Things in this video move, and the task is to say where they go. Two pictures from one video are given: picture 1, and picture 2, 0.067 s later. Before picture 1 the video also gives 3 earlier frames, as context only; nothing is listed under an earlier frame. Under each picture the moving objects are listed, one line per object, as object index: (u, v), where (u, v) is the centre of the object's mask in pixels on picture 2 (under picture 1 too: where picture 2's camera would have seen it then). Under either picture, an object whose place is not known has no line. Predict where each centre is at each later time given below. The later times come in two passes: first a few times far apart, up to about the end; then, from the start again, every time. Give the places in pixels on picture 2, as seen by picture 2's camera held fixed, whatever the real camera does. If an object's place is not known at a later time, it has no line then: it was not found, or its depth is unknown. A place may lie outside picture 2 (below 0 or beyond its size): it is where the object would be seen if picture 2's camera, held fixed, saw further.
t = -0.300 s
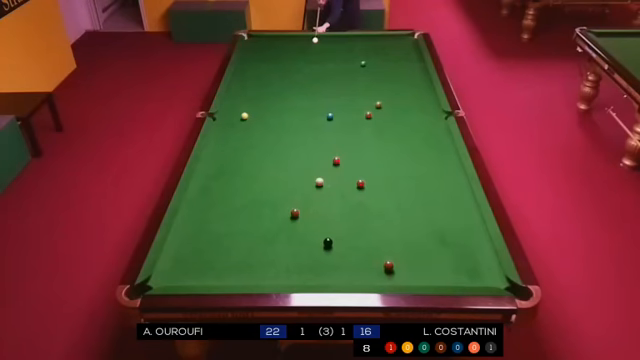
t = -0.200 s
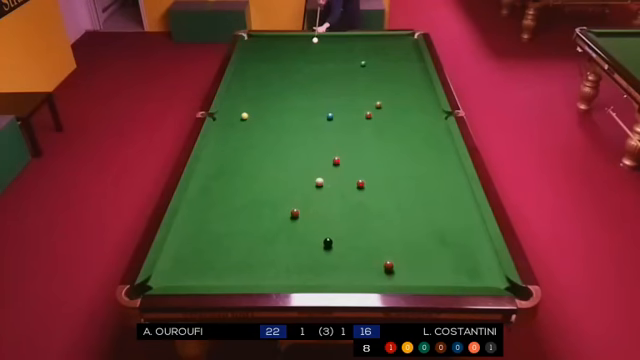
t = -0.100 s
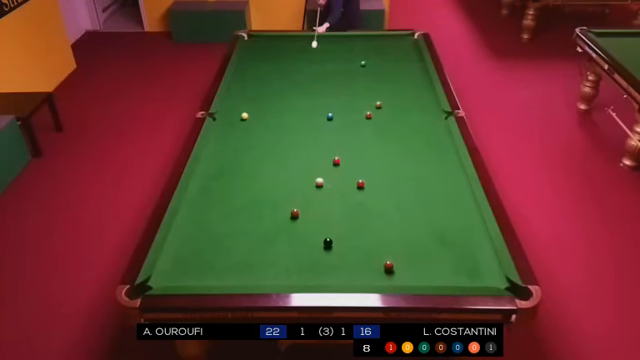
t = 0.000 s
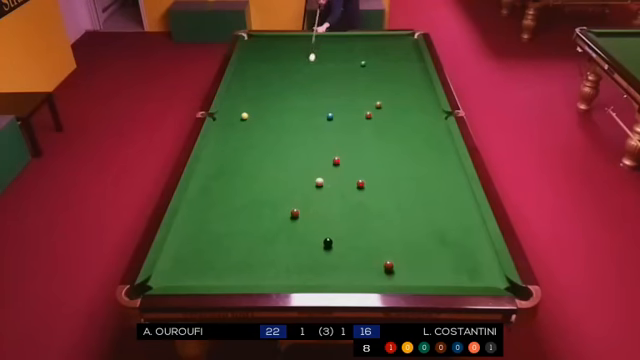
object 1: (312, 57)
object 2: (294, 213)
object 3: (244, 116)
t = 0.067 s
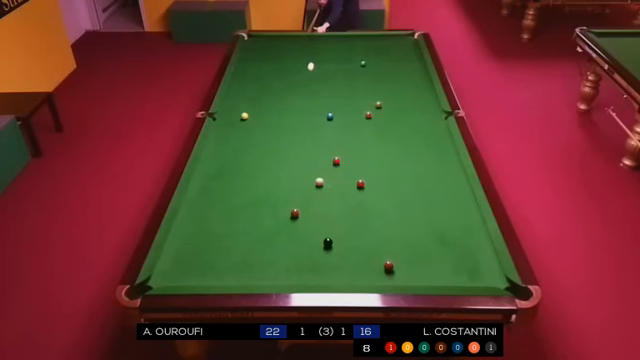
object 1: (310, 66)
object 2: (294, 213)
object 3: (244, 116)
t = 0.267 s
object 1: (306, 93)
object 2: (294, 213)
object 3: (244, 116)
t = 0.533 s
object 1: (299, 137)
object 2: (294, 213)
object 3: (244, 116)
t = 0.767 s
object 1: (291, 188)
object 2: (294, 214)
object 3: (244, 116)
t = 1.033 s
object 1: (249, 255)
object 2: (321, 225)
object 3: (244, 116)
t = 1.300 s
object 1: (220, 243)
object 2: (354, 240)
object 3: (244, 116)
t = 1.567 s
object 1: (208, 202)
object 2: (389, 255)
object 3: (244, 116)
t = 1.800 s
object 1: (199, 173)
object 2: (421, 271)
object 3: (244, 116)
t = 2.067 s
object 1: (216, 149)
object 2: (455, 281)
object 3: (244, 116)
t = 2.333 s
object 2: (477, 273)
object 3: (244, 116)
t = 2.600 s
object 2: (496, 265)
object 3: (249, 110)
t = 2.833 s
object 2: (480, 258)
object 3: (257, 101)
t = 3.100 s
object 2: (466, 252)
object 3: (265, 92)
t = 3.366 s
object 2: (453, 246)
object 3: (273, 84)
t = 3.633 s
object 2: (442, 241)
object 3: (280, 76)
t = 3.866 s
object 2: (434, 238)
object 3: (285, 70)
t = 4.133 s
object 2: (426, 236)
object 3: (290, 64)
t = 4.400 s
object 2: (420, 234)
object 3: (296, 59)
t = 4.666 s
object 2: (415, 232)
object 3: (300, 54)
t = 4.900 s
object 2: (412, 232)
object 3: (304, 50)
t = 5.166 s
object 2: (409, 231)
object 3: (308, 46)
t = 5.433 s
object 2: (408, 231)
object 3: (311, 42)
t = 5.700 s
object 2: (408, 231)
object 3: (315, 39)
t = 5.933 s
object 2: (408, 231)
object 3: (317, 36)
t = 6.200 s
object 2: (408, 231)
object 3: (319, 37)
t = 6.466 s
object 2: (408, 231)
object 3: (320, 39)
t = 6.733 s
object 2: (408, 231)
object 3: (321, 40)
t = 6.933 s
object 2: (408, 231)
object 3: (322, 41)
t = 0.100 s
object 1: (309, 70)
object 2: (294, 213)
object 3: (244, 116)
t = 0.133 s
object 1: (309, 75)
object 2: (294, 213)
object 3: (244, 116)
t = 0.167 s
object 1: (308, 79)
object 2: (294, 213)
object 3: (244, 116)
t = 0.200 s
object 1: (307, 84)
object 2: (294, 213)
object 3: (244, 116)
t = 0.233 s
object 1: (307, 89)
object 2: (294, 213)
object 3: (244, 116)
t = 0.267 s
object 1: (306, 93)
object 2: (294, 213)
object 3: (244, 116)
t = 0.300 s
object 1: (305, 98)
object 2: (294, 213)
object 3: (244, 116)
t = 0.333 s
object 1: (304, 103)
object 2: (294, 213)
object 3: (244, 116)
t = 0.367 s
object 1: (303, 108)
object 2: (294, 214)
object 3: (244, 116)
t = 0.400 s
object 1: (302, 114)
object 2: (294, 214)
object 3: (244, 116)
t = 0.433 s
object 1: (301, 120)
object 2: (294, 214)
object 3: (244, 116)
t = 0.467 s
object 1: (300, 125)
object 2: (294, 213)
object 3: (244, 116)
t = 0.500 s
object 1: (300, 131)
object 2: (294, 214)
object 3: (244, 116)
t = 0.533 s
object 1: (299, 137)
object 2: (294, 213)
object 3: (244, 116)
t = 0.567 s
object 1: (298, 144)
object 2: (294, 213)
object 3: (244, 116)
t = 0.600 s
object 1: (297, 150)
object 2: (294, 213)
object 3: (244, 116)
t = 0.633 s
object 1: (296, 157)
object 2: (294, 213)
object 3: (244, 116)
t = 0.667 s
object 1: (294, 164)
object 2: (294, 214)
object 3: (244, 116)
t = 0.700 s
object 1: (293, 172)
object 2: (294, 213)
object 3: (244, 116)
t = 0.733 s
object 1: (292, 179)
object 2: (294, 213)
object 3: (244, 116)
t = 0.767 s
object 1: (291, 188)
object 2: (294, 214)
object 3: (244, 116)
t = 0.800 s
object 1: (289, 196)
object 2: (294, 214)
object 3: (244, 116)
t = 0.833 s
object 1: (288, 205)
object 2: (294, 214)
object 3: (244, 116)
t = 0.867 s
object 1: (282, 214)
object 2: (298, 215)
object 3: (244, 116)
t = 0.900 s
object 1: (276, 221)
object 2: (303, 217)
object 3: (244, 116)
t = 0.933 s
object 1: (269, 229)
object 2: (308, 219)
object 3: (244, 116)
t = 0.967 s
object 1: (263, 237)
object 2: (313, 221)
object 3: (244, 116)
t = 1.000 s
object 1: (256, 246)
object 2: (316, 223)
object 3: (244, 116)
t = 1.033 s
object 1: (249, 255)
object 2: (321, 225)
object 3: (244, 116)
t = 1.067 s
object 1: (242, 265)
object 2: (325, 227)
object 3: (244, 116)
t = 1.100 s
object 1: (234, 274)
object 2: (329, 229)
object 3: (244, 116)
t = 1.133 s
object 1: (228, 279)
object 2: (333, 231)
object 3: (244, 116)
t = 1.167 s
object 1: (226, 272)
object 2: (337, 233)
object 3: (244, 116)
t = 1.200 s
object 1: (225, 264)
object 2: (341, 235)
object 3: (244, 116)
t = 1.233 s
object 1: (223, 256)
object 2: (346, 237)
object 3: (244, 116)
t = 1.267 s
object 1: (222, 249)
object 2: (350, 239)
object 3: (244, 116)
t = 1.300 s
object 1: (220, 243)
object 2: (354, 240)
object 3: (244, 116)
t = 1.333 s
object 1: (219, 237)
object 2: (359, 242)
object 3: (244, 116)
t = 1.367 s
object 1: (217, 232)
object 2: (363, 244)
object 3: (244, 116)
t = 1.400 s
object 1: (216, 227)
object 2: (367, 246)
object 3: (244, 116)
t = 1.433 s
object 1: (214, 222)
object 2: (371, 248)
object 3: (244, 116)
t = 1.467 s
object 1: (212, 217)
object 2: (376, 250)
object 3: (244, 116)
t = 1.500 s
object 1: (211, 212)
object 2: (380, 252)
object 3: (244, 116)
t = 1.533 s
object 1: (210, 207)
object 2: (384, 254)
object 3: (244, 116)
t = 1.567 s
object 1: (208, 202)
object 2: (389, 255)
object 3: (244, 116)
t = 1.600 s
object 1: (207, 198)
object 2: (394, 258)
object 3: (244, 116)
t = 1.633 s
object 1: (206, 194)
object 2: (398, 260)
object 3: (244, 116)
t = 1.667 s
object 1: (204, 189)
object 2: (403, 262)
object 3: (244, 116)
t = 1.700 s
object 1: (203, 185)
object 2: (407, 265)
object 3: (244, 116)
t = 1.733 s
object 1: (202, 181)
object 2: (412, 266)
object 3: (244, 116)
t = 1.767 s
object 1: (201, 177)
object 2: (416, 269)
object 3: (244, 116)
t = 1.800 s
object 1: (199, 173)
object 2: (421, 271)
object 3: (244, 116)
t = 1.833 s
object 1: (198, 170)
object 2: (426, 273)
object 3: (244, 116)
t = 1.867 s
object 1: (200, 166)
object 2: (431, 275)
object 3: (244, 116)
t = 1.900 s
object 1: (203, 163)
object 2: (435, 278)
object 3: (244, 116)
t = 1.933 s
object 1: (206, 160)
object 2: (440, 279)
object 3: (244, 116)
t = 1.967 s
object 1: (208, 157)
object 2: (444, 280)
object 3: (244, 116)
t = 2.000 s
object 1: (211, 154)
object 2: (449, 282)
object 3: (244, 116)
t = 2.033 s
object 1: (213, 152)
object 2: (452, 281)
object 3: (244, 116)
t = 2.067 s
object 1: (216, 149)
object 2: (455, 281)
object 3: (244, 116)
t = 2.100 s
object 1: (218, 146)
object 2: (458, 280)
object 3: (244, 116)
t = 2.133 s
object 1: (220, 143)
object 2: (461, 279)
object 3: (244, 116)
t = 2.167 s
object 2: (463, 278)
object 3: (244, 116)
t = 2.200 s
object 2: (466, 277)
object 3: (244, 116)
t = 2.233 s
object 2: (469, 276)
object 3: (244, 116)
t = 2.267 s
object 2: (472, 275)
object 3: (244, 116)
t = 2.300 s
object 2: (474, 275)
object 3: (244, 116)
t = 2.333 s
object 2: (477, 273)
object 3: (244, 116)
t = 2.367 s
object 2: (479, 272)
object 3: (244, 116)
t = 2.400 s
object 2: (482, 271)
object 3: (244, 116)
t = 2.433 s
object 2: (484, 269)
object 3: (244, 116)
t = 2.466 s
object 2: (486, 268)
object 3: (245, 115)
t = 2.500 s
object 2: (489, 267)
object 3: (246, 114)
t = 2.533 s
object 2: (492, 266)
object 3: (247, 113)
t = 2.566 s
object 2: (495, 265)
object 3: (248, 111)
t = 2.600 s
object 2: (496, 265)
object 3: (249, 110)
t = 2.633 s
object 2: (493, 264)
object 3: (250, 109)
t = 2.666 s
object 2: (491, 263)
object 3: (252, 107)
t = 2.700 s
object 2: (488, 262)
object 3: (253, 106)
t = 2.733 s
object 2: (486, 261)
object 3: (254, 105)
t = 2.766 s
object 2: (484, 260)
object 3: (255, 104)
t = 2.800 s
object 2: (482, 259)
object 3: (256, 102)
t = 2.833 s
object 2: (480, 258)
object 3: (257, 101)
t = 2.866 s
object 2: (478, 257)
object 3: (258, 100)
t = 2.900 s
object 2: (476, 256)
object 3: (259, 99)
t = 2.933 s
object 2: (474, 256)
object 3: (260, 98)
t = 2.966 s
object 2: (473, 255)
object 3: (261, 96)
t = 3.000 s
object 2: (471, 254)
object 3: (262, 95)
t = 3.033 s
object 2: (469, 254)
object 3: (263, 94)
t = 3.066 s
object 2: (467, 253)
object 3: (264, 93)
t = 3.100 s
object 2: (466, 252)
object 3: (265, 92)
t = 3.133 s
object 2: (464, 251)
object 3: (266, 91)
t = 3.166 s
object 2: (462, 250)
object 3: (267, 90)
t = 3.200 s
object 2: (461, 249)
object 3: (268, 89)
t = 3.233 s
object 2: (459, 249)
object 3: (269, 88)
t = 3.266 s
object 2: (457, 248)
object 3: (270, 87)
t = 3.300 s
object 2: (456, 247)
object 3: (271, 86)
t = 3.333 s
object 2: (454, 247)
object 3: (272, 85)
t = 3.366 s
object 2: (453, 246)
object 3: (273, 84)
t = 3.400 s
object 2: (451, 246)
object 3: (274, 83)
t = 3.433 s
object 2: (450, 245)
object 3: (274, 82)
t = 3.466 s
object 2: (449, 244)
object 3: (275, 81)
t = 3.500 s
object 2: (447, 244)
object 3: (276, 80)
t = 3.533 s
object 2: (446, 243)
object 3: (277, 79)
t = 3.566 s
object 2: (444, 243)
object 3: (278, 78)
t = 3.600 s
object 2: (443, 242)
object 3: (279, 77)
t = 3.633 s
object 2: (442, 241)
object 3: (280, 76)
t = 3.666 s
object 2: (441, 241)
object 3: (280, 76)
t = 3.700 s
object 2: (440, 241)
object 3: (281, 74)
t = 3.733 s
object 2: (438, 240)
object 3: (282, 74)
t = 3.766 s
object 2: (437, 240)
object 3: (283, 73)
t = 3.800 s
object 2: (436, 239)
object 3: (283, 72)
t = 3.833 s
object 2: (435, 239)
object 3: (284, 71)
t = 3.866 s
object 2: (434, 238)
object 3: (285, 70)
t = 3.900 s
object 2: (433, 238)
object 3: (286, 70)
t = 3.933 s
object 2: (432, 237)
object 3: (286, 69)
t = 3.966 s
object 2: (431, 237)
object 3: (287, 68)
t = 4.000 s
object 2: (430, 237)
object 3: (288, 67)
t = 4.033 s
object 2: (429, 237)
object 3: (288, 67)
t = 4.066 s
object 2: (428, 236)
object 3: (289, 66)
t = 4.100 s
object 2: (427, 236)
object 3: (290, 65)
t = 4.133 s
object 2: (426, 236)
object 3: (290, 64)
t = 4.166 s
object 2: (425, 235)
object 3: (291, 64)
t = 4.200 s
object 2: (424, 235)
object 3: (292, 63)
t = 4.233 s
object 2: (423, 235)
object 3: (292, 62)
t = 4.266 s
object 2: (423, 235)
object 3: (293, 61)
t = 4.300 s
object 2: (422, 234)
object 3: (294, 61)
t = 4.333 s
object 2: (421, 234)
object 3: (294, 60)
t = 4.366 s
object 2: (420, 234)
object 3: (295, 59)
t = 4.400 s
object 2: (420, 234)
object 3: (296, 59)
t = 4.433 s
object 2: (419, 234)
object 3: (296, 58)
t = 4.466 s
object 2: (418, 233)
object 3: (296, 57)
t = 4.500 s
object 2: (417, 233)
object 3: (297, 57)
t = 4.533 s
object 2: (417, 233)
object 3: (298, 56)
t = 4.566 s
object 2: (416, 233)
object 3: (298, 56)
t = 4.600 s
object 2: (416, 233)
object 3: (299, 55)
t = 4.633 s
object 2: (415, 232)
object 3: (300, 54)
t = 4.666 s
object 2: (415, 232)
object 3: (300, 54)
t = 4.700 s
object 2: (414, 232)
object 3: (301, 53)
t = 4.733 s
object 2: (414, 232)
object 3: (301, 52)
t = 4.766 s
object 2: (413, 232)
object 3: (302, 52)
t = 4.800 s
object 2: (413, 232)
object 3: (302, 51)
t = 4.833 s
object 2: (412, 232)
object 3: (303, 51)
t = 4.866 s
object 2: (412, 232)
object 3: (303, 50)
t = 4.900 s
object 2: (412, 232)
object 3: (304, 50)
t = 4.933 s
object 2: (411, 232)
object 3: (304, 49)
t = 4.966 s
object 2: (411, 231)
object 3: (305, 49)
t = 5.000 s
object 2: (411, 231)
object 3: (305, 48)
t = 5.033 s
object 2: (410, 231)
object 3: (306, 48)
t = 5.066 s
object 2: (410, 231)
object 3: (307, 47)
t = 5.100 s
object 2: (410, 231)
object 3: (307, 47)
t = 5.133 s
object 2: (409, 231)
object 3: (307, 46)
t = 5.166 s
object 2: (409, 231)
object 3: (308, 46)
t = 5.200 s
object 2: (409, 231)
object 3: (308, 45)
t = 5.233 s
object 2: (408, 231)
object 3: (309, 45)
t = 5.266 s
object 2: (408, 231)
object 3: (309, 44)
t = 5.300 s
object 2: (408, 231)
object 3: (310, 44)
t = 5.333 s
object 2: (408, 231)
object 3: (310, 43)
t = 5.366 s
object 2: (408, 231)
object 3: (311, 43)
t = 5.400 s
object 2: (408, 231)
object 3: (311, 42)
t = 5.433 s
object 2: (408, 231)
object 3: (311, 42)
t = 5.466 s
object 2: (408, 231)
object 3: (312, 42)
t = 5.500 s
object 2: (408, 231)
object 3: (312, 41)
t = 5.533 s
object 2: (408, 231)
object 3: (313, 41)
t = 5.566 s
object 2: (408, 231)
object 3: (313, 40)
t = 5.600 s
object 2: (408, 231)
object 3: (313, 40)
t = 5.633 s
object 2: (408, 231)
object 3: (314, 39)
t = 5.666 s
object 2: (408, 231)
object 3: (314, 39)
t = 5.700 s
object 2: (408, 231)
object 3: (315, 39)
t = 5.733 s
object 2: (408, 231)
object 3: (315, 38)
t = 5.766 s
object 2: (408, 231)
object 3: (315, 38)
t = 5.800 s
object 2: (408, 231)
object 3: (316, 37)
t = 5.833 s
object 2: (408, 231)
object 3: (316, 36)
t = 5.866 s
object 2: (408, 231)
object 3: (316, 36)
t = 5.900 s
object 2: (408, 231)
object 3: (317, 36)
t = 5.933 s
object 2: (408, 231)
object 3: (317, 36)
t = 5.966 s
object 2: (408, 231)
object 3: (317, 36)
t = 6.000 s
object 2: (408, 231)
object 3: (318, 36)
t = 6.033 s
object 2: (408, 231)
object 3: (318, 36)
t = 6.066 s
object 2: (408, 231)
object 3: (318, 36)
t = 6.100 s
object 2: (408, 231)
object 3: (318, 36)
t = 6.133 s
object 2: (408, 231)
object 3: (318, 37)
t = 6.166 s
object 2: (408, 231)
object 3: (319, 37)
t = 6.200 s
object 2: (408, 231)
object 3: (319, 37)
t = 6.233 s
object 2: (408, 231)
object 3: (319, 37)
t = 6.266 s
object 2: (408, 231)
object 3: (319, 37)
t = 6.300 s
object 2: (408, 231)
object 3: (319, 38)
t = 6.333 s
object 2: (408, 231)
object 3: (320, 38)
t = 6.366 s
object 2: (408, 231)
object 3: (320, 38)
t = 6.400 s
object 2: (408, 231)
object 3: (319, 38)
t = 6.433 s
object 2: (408, 231)
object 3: (320, 39)
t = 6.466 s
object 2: (408, 231)
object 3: (320, 39)
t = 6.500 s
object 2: (408, 231)
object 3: (320, 39)
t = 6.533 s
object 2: (408, 231)
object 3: (320, 39)
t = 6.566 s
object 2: (408, 231)
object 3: (320, 39)
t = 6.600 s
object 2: (408, 231)
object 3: (320, 39)
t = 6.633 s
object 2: (408, 231)
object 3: (321, 40)
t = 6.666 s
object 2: (408, 231)
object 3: (321, 40)
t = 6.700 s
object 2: (408, 231)
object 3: (321, 40)
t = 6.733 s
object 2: (408, 231)
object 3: (321, 40)
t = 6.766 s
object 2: (408, 231)
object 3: (321, 40)
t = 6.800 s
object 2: (408, 231)
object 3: (322, 41)
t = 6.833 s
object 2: (408, 231)
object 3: (322, 41)
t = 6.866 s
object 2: (408, 231)
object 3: (322, 41)
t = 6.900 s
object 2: (408, 231)
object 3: (322, 41)
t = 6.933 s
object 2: (408, 231)
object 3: (322, 41)
